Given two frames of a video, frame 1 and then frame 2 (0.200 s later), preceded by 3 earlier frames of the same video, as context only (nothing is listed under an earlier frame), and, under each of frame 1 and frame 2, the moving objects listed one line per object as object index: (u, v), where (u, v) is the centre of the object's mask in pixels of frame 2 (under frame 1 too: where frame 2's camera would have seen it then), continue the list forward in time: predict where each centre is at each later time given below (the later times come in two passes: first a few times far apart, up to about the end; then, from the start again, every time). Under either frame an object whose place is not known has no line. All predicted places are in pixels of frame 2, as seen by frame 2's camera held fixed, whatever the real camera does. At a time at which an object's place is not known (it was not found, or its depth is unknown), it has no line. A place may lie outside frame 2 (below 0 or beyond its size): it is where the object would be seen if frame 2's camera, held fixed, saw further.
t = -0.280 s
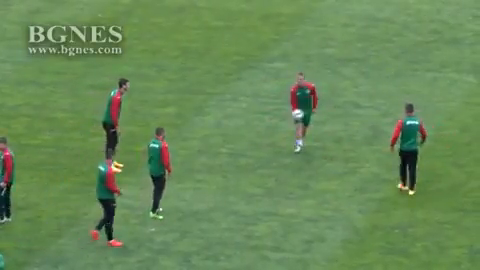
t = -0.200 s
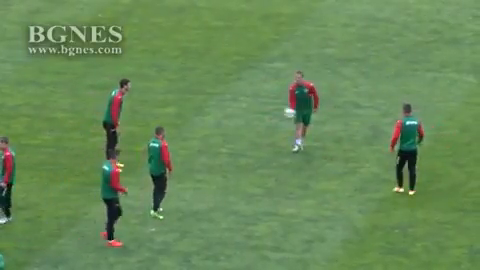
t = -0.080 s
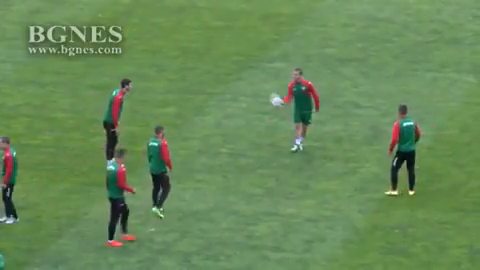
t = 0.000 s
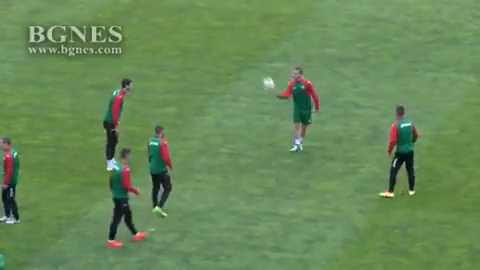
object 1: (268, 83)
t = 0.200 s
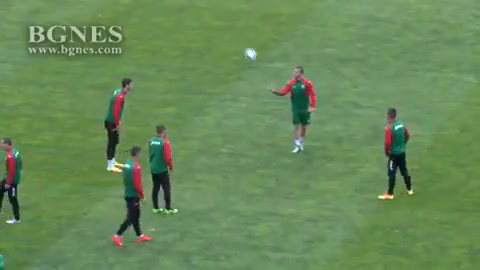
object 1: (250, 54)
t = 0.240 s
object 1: (247, 50)
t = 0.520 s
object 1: (221, 45)
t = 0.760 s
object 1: (200, 70)
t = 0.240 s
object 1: (247, 50)
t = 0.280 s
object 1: (243, 47)
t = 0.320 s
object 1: (239, 45)
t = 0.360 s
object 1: (236, 43)
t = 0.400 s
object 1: (233, 43)
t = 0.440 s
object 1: (229, 42)
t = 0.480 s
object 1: (225, 43)
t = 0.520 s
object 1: (221, 45)
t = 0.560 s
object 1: (217, 47)
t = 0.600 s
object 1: (214, 50)
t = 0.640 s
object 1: (211, 54)
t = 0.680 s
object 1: (207, 58)
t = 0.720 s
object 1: (203, 63)
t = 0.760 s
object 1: (200, 70)
